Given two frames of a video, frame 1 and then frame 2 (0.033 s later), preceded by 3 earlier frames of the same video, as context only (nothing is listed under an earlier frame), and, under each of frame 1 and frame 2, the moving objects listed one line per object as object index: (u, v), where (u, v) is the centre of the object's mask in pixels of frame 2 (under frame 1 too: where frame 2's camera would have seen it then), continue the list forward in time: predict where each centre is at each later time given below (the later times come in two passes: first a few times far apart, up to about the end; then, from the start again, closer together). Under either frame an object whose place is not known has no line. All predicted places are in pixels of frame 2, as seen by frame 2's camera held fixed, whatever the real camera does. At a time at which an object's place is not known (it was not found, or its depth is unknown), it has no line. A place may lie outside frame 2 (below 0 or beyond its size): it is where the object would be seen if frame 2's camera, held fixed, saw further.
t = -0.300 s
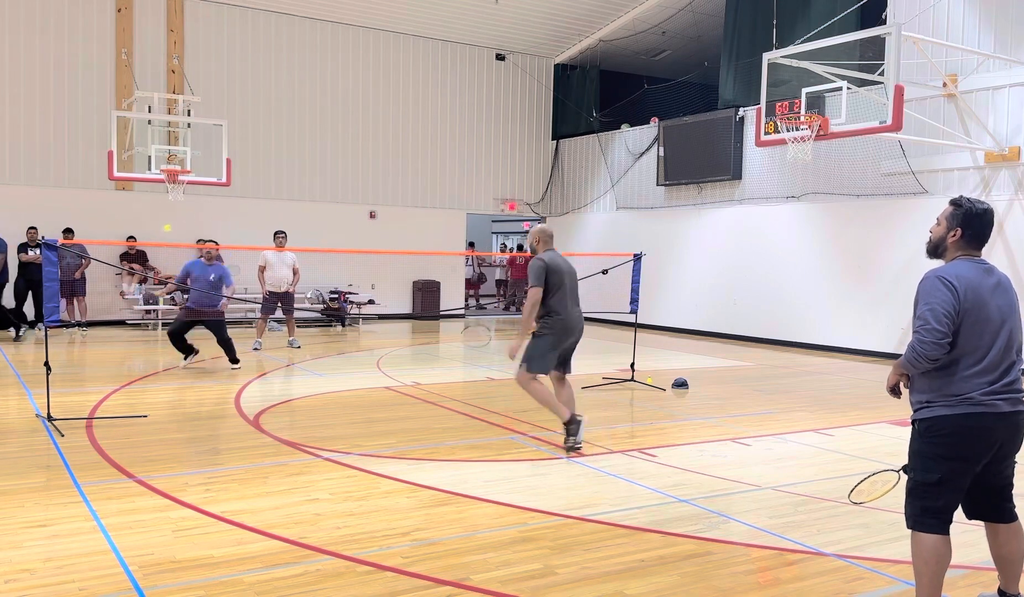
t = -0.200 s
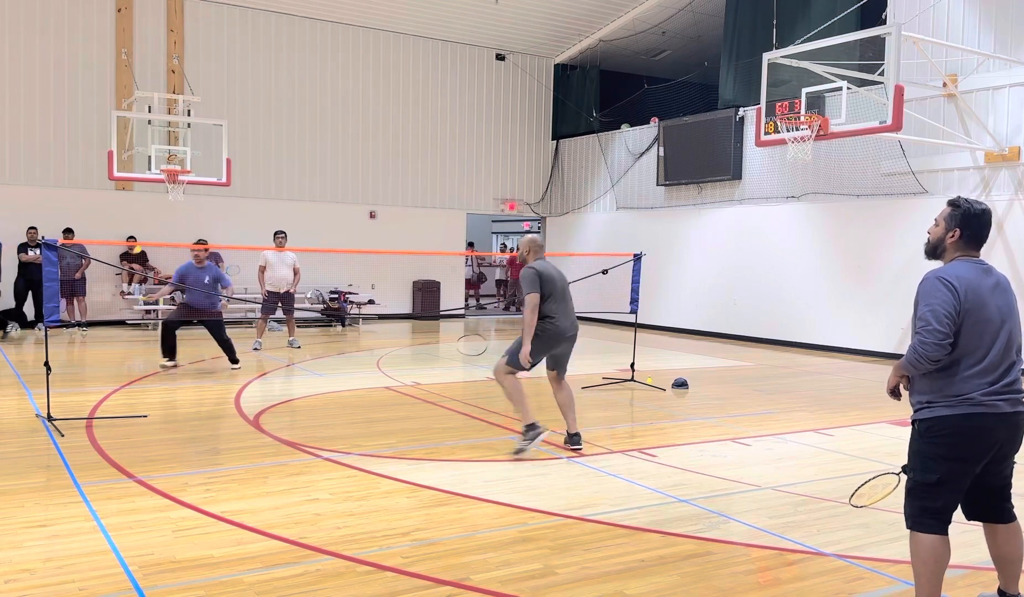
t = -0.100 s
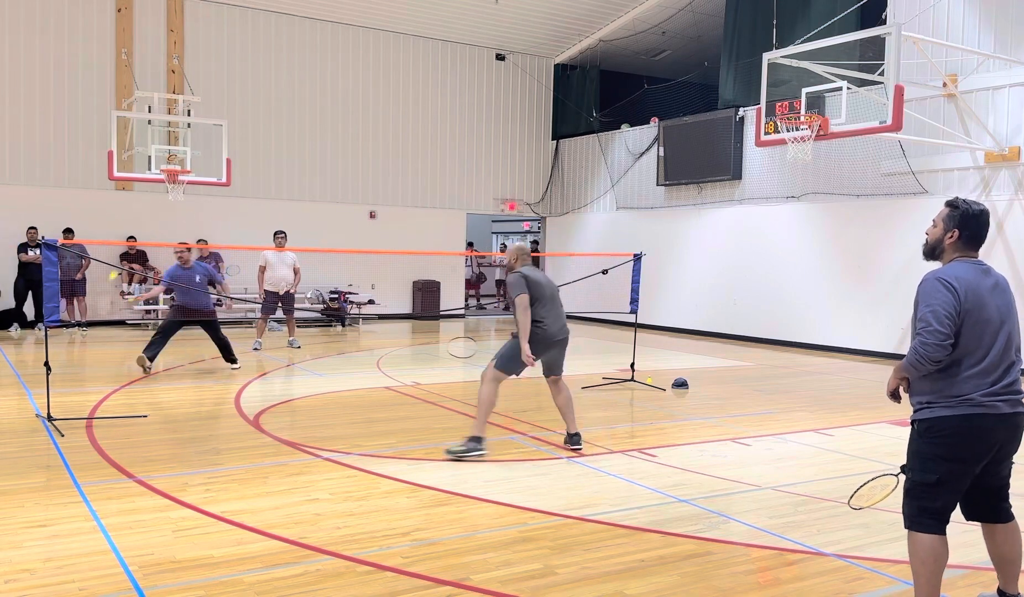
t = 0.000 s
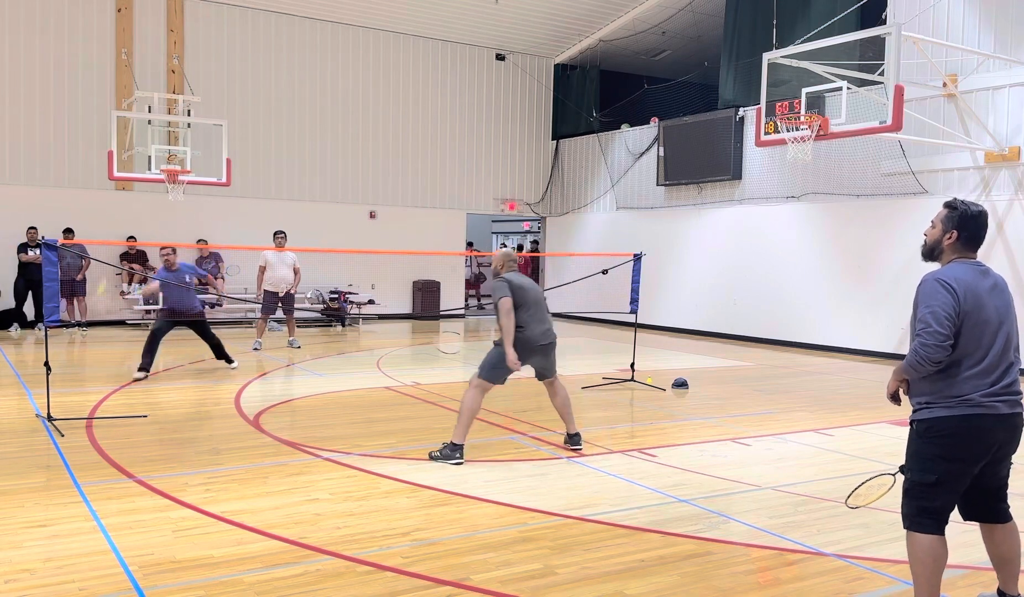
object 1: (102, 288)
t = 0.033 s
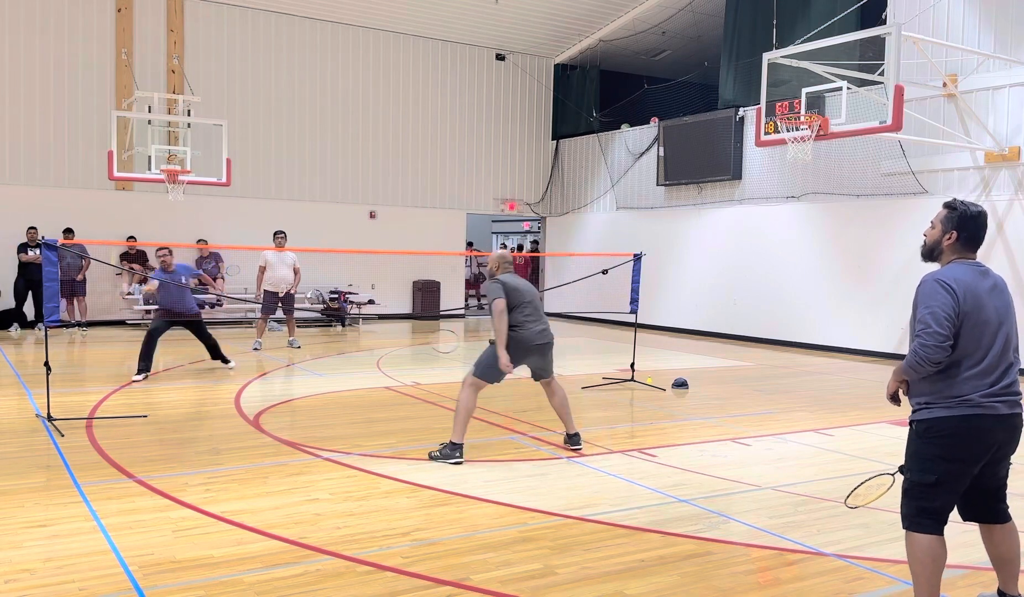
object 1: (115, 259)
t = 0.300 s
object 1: (205, 117)
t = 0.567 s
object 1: (301, 78)
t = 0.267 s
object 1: (194, 130)
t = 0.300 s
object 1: (205, 117)
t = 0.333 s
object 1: (217, 107)
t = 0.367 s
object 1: (228, 97)
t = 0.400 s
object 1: (240, 89)
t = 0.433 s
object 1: (252, 83)
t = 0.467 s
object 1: (264, 79)
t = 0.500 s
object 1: (276, 77)
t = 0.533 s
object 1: (288, 77)
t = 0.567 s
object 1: (301, 78)
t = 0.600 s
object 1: (314, 82)
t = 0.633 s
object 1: (327, 89)
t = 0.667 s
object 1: (341, 98)
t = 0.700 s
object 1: (353, 110)
